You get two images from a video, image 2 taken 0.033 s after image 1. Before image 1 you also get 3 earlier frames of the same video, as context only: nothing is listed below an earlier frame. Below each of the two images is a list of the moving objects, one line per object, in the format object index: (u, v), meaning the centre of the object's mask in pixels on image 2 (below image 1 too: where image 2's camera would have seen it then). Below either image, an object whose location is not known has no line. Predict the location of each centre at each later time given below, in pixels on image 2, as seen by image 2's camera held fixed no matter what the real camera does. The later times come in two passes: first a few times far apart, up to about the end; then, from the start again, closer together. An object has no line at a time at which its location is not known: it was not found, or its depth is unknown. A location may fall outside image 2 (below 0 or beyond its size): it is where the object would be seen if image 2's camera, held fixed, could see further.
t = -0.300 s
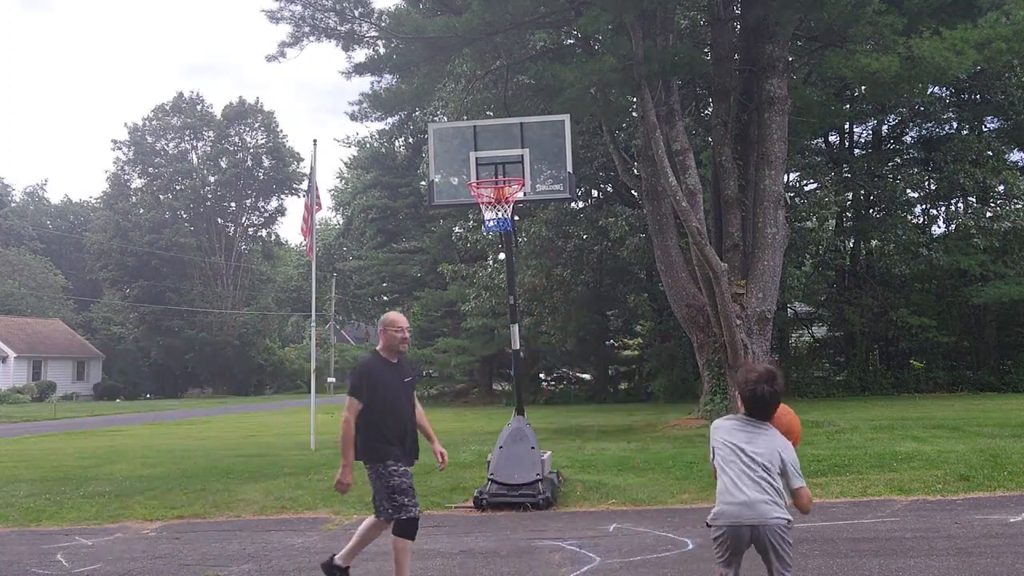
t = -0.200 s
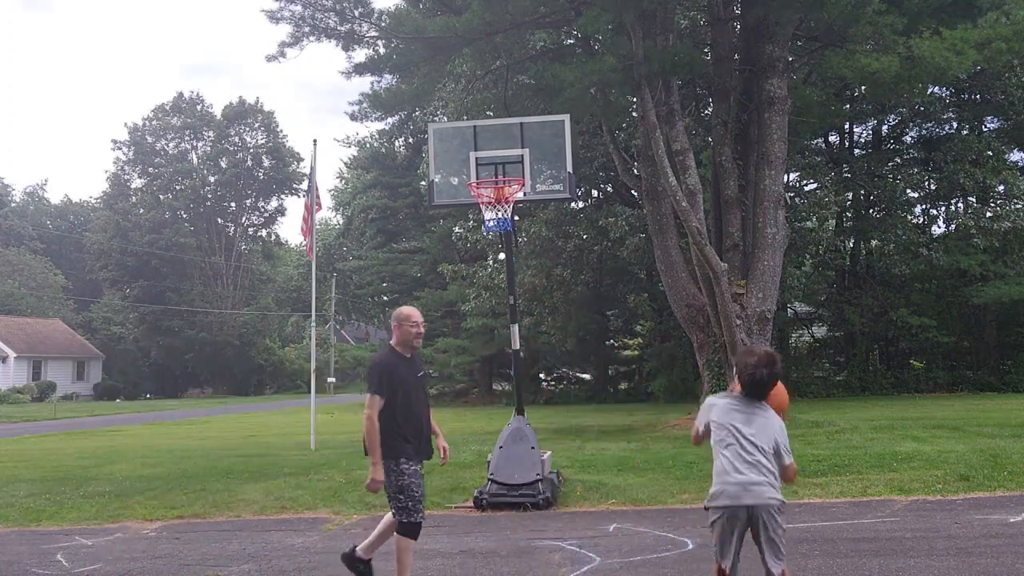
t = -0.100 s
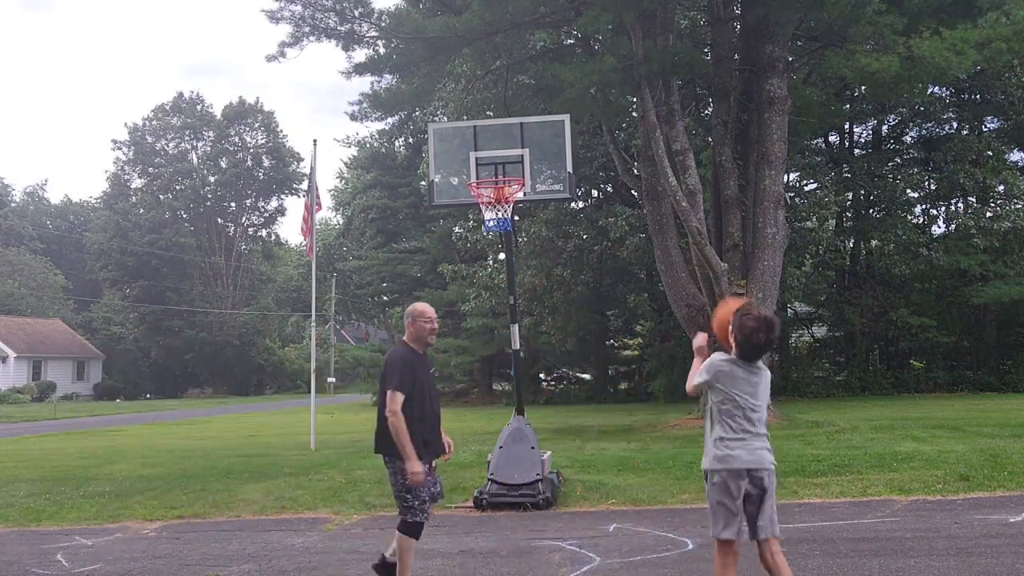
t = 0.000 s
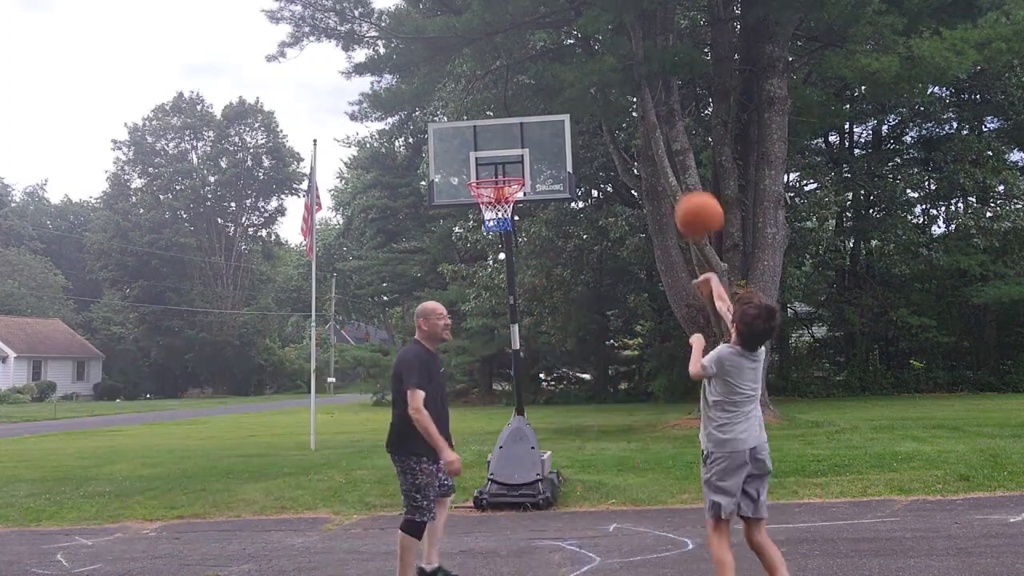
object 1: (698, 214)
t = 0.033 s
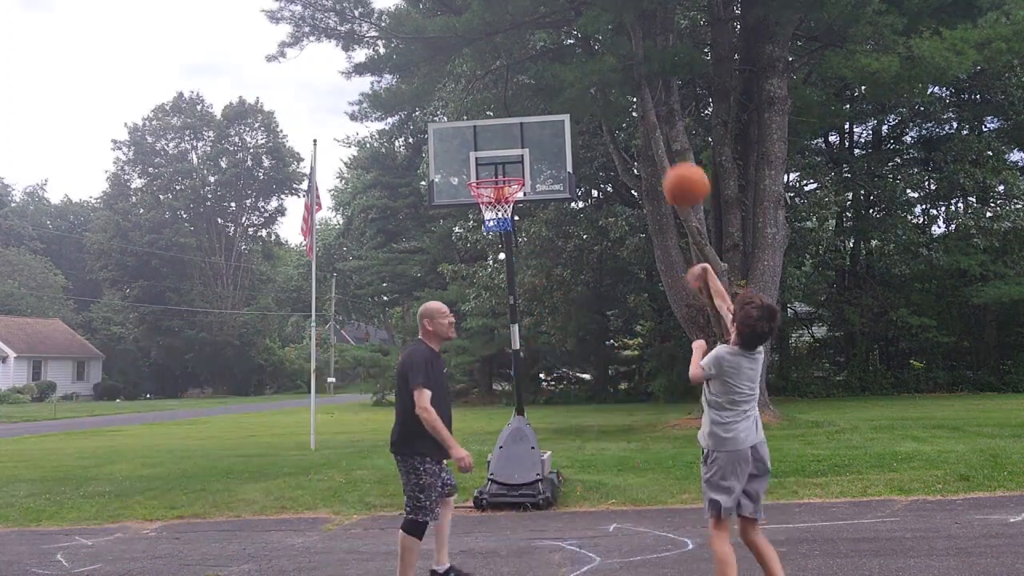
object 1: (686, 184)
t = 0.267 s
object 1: (615, 63)
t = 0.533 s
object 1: (562, 43)
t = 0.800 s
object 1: (527, 104)
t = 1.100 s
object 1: (496, 194)
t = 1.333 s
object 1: (487, 273)
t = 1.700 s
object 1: (481, 500)
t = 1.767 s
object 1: (476, 500)
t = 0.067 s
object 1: (673, 158)
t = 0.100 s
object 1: (662, 136)
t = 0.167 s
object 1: (642, 99)
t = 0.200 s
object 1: (632, 85)
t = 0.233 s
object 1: (623, 73)
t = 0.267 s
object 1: (615, 63)
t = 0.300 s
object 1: (607, 55)
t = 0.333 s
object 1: (600, 48)
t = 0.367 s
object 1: (593, 44)
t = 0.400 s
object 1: (586, 40)
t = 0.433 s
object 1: (579, 39)
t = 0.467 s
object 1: (573, 39)
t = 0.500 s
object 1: (567, 40)
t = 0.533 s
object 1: (562, 43)
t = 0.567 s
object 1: (557, 46)
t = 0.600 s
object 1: (552, 51)
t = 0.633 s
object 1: (548, 57)
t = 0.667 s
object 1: (543, 64)
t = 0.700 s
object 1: (539, 73)
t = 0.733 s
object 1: (535, 83)
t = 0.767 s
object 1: (531, 92)
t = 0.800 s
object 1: (527, 104)
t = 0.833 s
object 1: (524, 116)
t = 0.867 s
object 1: (519, 128)
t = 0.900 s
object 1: (515, 141)
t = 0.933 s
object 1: (512, 149)
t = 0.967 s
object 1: (508, 156)
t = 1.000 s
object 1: (503, 165)
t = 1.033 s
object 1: (499, 175)
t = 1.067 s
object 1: (498, 187)
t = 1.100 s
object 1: (496, 194)
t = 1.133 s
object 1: (494, 199)
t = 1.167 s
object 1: (493, 213)
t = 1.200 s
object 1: (491, 225)
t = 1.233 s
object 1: (490, 235)
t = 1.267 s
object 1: (489, 246)
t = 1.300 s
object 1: (488, 258)
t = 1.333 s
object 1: (487, 273)
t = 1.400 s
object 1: (485, 304)
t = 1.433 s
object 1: (483, 321)
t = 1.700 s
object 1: (481, 500)
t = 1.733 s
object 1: (478, 503)
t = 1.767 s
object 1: (476, 500)
